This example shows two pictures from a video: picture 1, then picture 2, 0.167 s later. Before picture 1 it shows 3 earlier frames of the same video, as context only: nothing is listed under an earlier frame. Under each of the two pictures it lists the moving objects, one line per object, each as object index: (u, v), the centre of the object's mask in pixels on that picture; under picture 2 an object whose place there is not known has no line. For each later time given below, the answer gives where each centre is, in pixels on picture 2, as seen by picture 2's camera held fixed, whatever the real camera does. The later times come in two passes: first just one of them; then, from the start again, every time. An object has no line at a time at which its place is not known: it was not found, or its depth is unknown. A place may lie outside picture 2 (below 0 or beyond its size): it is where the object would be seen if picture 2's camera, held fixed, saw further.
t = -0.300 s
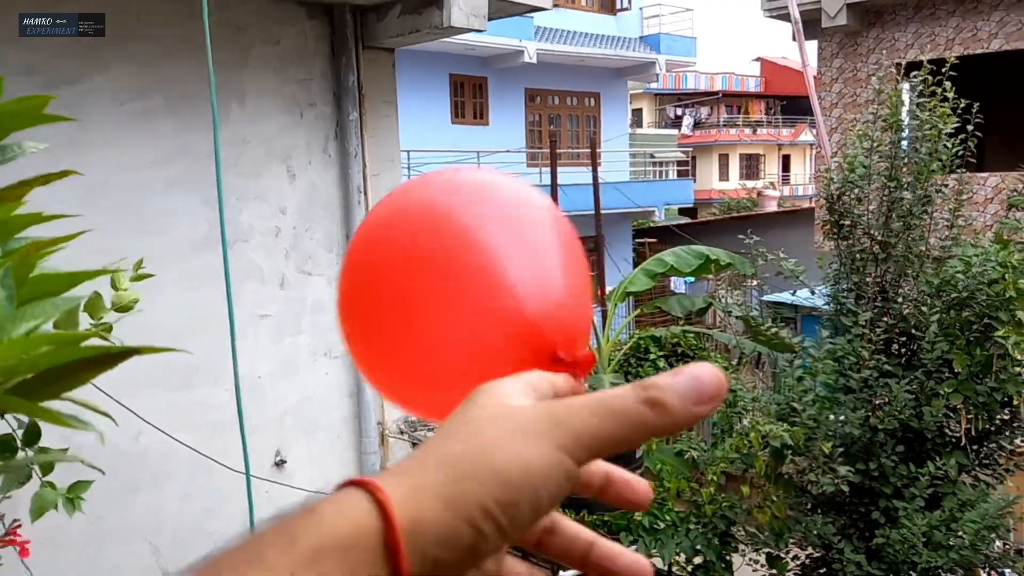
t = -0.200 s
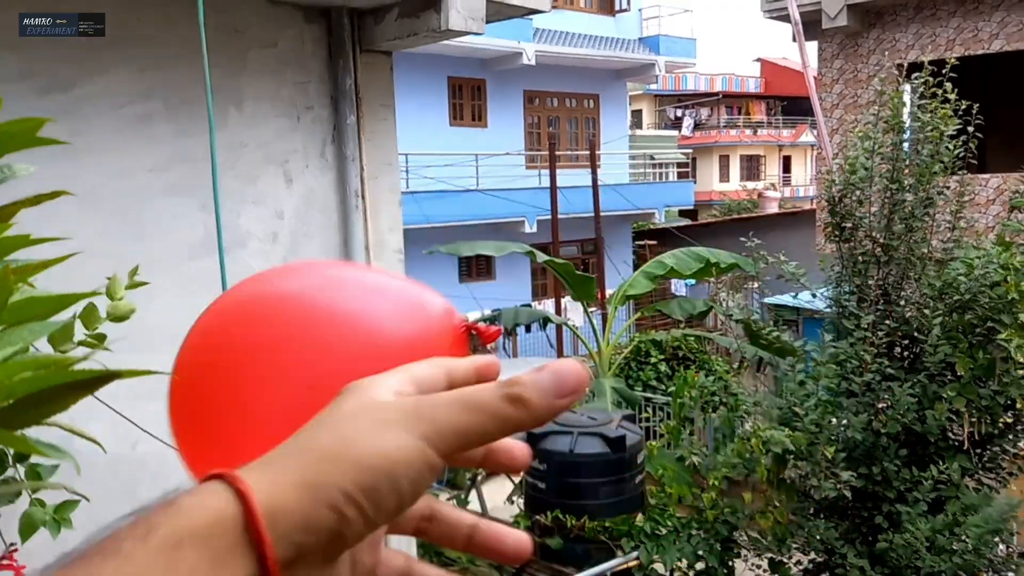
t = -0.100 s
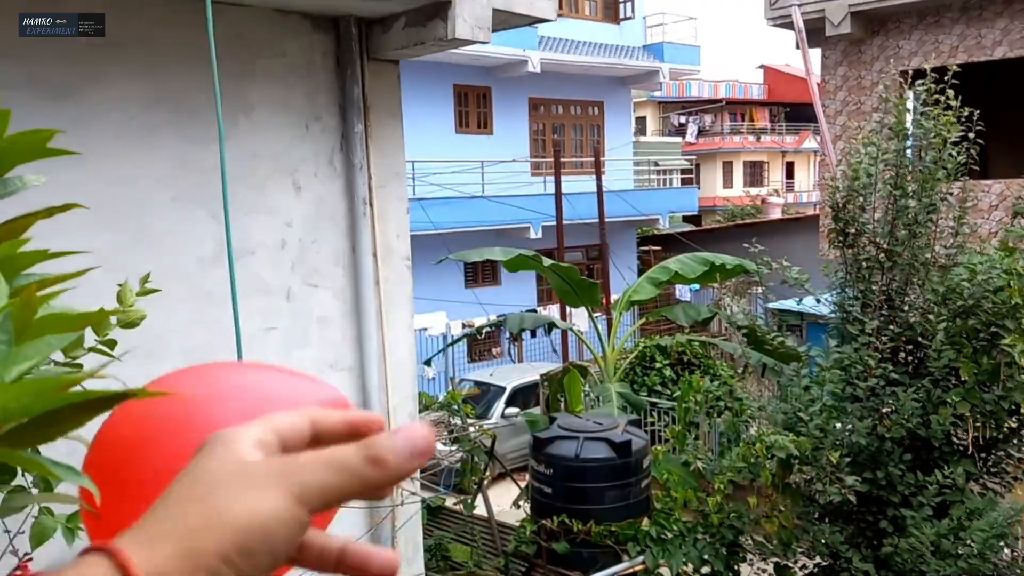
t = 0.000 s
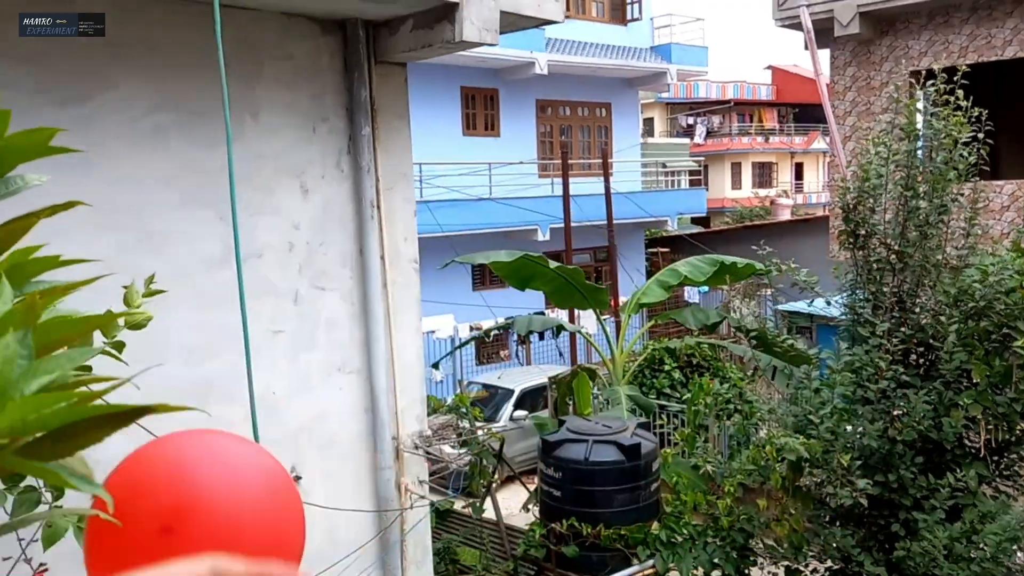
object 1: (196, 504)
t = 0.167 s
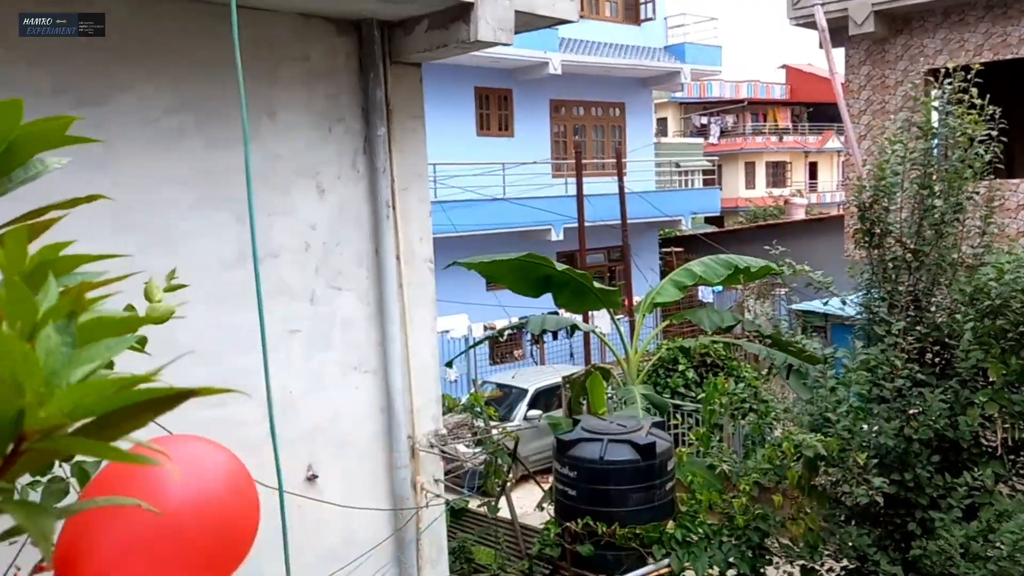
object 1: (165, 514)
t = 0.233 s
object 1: (134, 507)
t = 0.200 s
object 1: (149, 513)
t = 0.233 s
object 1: (134, 507)
